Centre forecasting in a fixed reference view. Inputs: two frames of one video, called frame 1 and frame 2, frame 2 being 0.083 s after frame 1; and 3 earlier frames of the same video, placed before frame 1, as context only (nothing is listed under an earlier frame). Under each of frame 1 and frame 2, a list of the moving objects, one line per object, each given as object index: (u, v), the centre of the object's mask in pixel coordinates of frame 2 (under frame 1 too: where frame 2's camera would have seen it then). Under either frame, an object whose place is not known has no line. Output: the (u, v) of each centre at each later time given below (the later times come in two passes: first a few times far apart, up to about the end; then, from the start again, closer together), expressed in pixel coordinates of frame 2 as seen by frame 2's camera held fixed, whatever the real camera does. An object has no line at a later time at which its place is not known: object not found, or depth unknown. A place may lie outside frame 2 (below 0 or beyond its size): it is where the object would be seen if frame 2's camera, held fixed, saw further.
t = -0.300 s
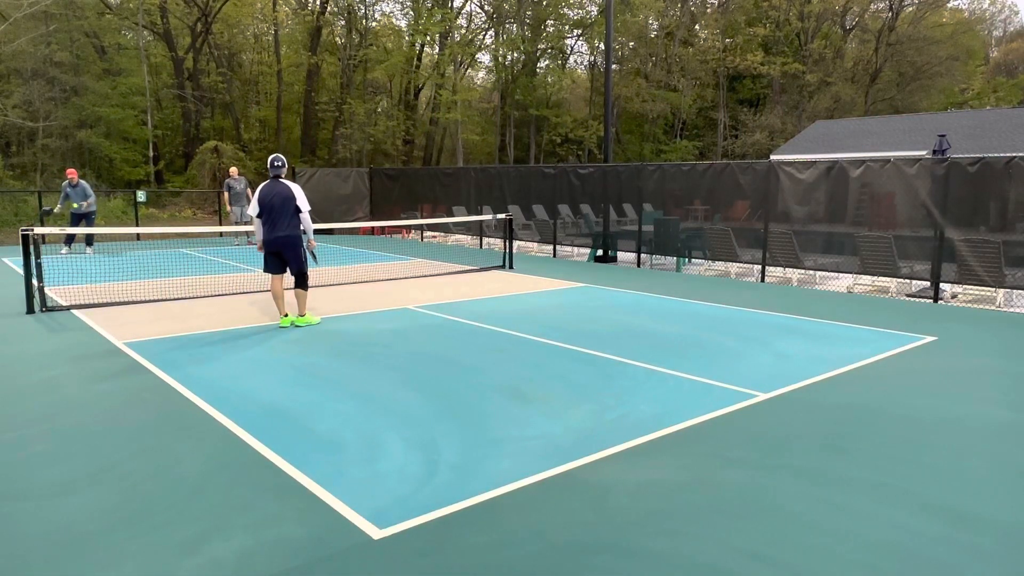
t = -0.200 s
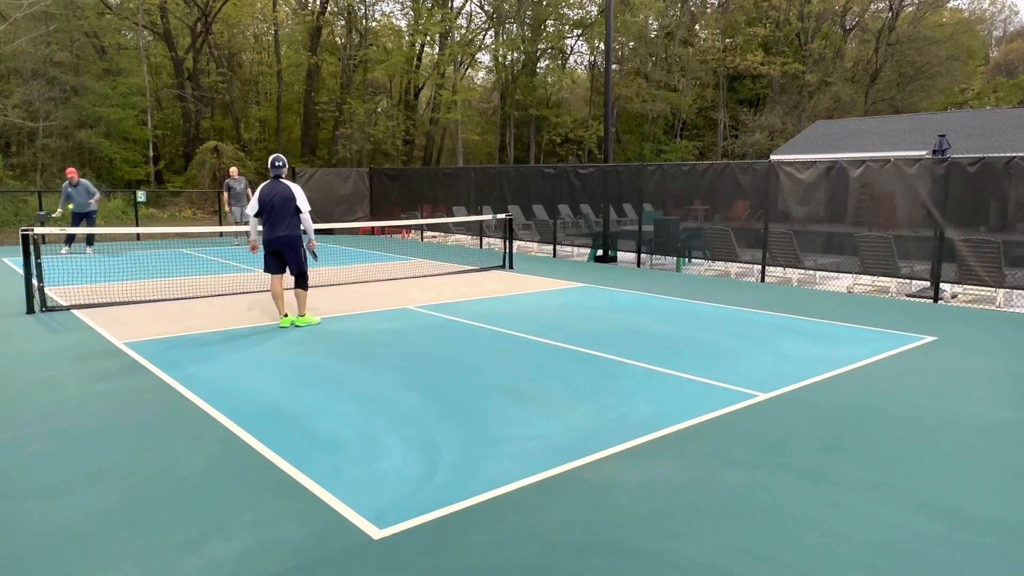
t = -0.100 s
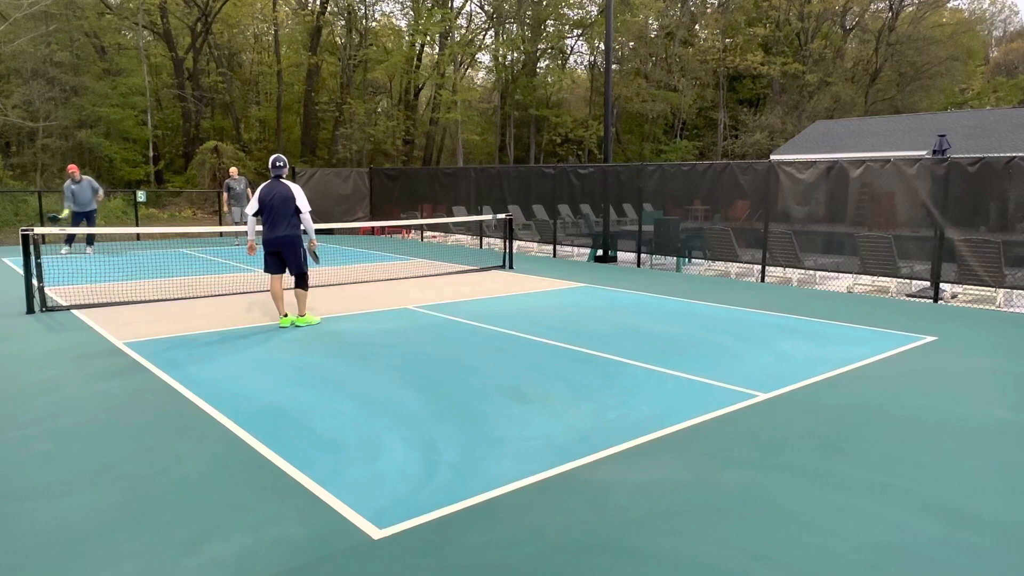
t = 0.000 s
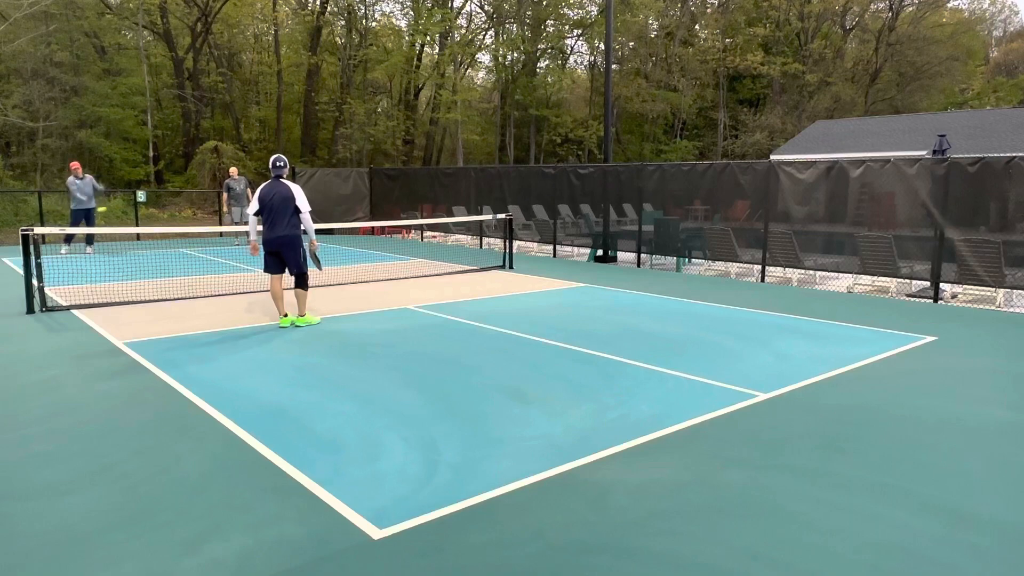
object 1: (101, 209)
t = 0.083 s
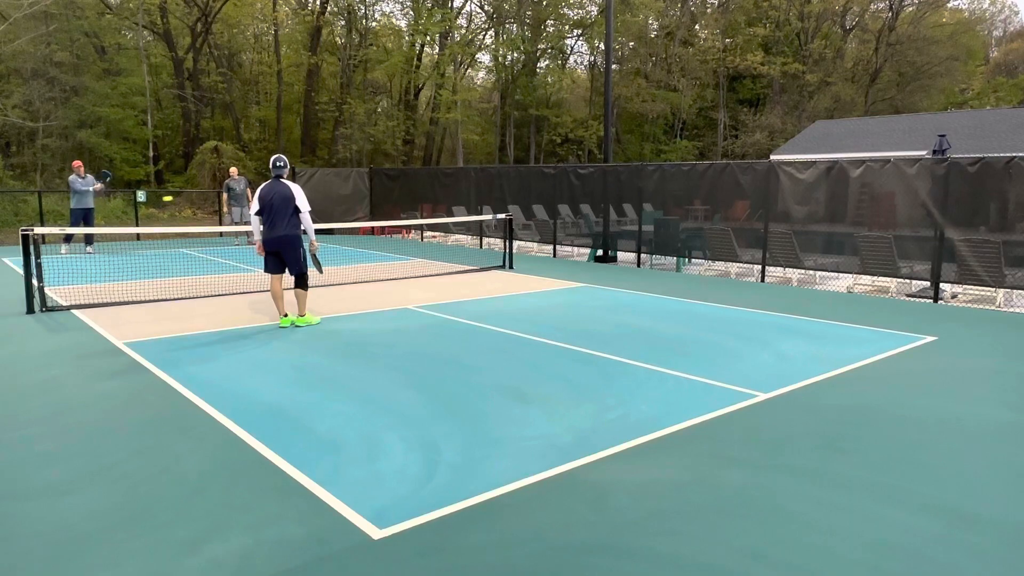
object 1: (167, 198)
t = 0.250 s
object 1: (312, 195)
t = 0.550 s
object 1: (620, 264)
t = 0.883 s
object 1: (984, 295)
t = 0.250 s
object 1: (312, 195)
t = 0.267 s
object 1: (327, 196)
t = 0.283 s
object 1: (342, 197)
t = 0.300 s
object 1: (358, 199)
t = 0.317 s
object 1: (374, 201)
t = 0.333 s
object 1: (390, 203)
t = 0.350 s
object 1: (407, 206)
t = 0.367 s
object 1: (423, 209)
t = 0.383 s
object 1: (440, 212)
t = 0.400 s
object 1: (457, 215)
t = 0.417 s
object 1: (476, 220)
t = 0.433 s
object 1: (491, 223)
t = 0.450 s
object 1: (509, 228)
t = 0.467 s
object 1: (527, 233)
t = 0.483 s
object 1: (545, 239)
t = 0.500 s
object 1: (563, 244)
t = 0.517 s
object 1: (583, 251)
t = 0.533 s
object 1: (601, 258)
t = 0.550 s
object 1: (620, 264)
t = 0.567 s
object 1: (640, 271)
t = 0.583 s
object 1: (659, 279)
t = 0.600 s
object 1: (680, 287)
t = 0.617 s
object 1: (699, 296)
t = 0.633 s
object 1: (720, 304)
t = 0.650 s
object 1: (741, 315)
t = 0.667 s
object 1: (759, 319)
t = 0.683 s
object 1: (776, 315)
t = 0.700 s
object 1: (792, 312)
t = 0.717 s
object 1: (808, 309)
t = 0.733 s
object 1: (824, 306)
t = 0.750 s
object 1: (841, 303)
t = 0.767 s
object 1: (858, 301)
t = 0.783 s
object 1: (875, 299)
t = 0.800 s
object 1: (893, 298)
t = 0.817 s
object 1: (910, 296)
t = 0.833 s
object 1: (928, 295)
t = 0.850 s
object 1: (947, 295)
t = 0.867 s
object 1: (966, 295)
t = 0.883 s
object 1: (984, 295)
